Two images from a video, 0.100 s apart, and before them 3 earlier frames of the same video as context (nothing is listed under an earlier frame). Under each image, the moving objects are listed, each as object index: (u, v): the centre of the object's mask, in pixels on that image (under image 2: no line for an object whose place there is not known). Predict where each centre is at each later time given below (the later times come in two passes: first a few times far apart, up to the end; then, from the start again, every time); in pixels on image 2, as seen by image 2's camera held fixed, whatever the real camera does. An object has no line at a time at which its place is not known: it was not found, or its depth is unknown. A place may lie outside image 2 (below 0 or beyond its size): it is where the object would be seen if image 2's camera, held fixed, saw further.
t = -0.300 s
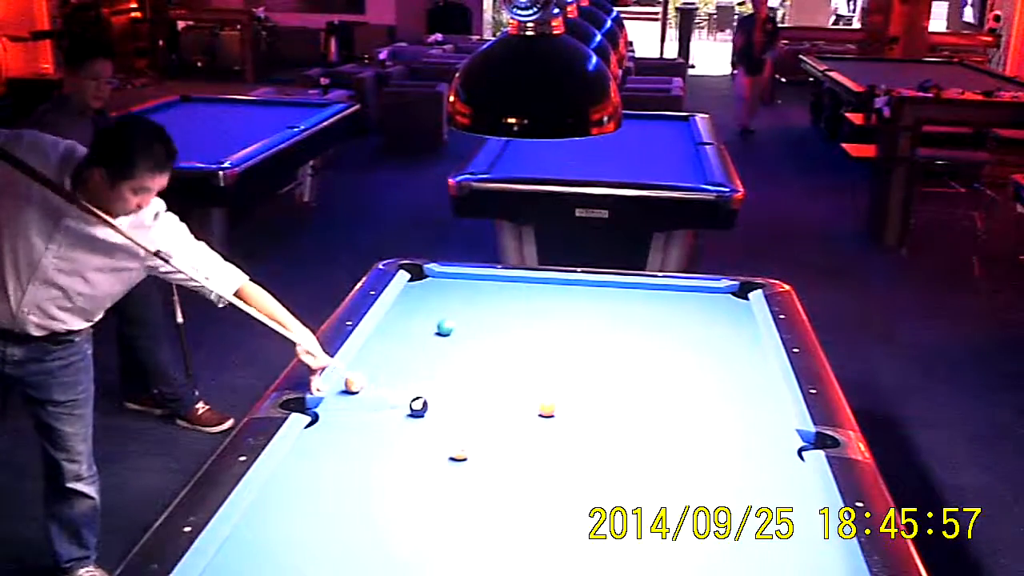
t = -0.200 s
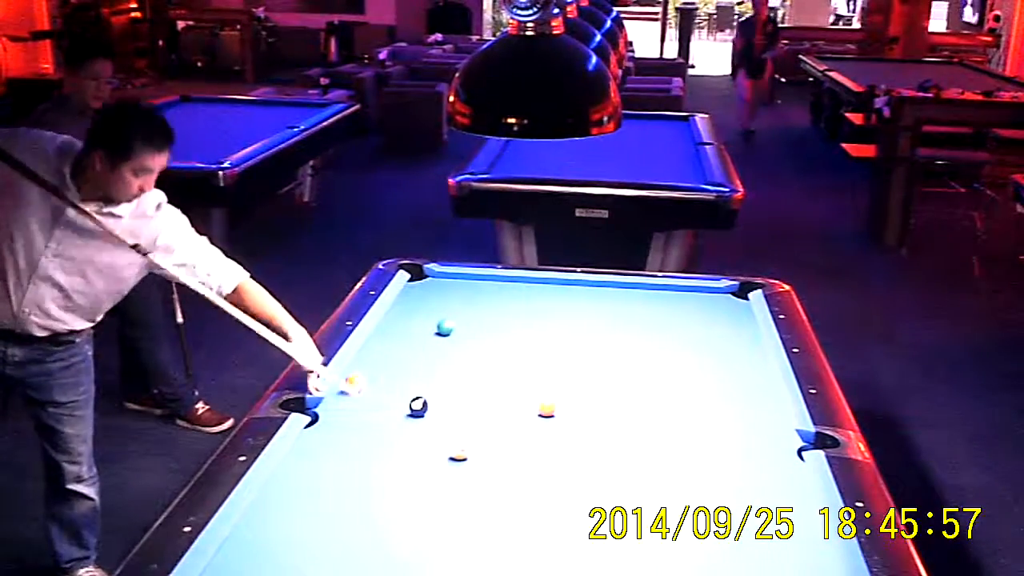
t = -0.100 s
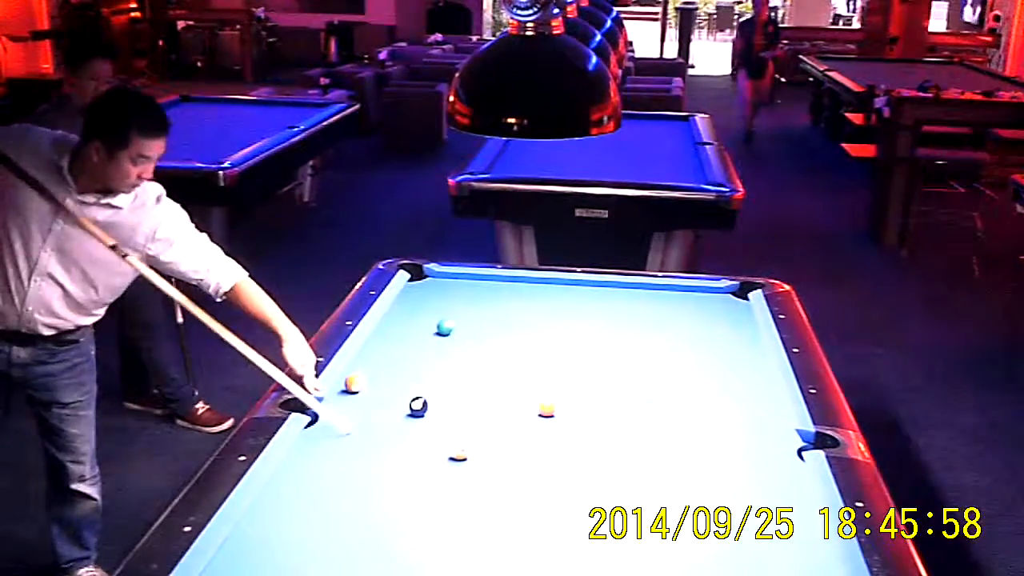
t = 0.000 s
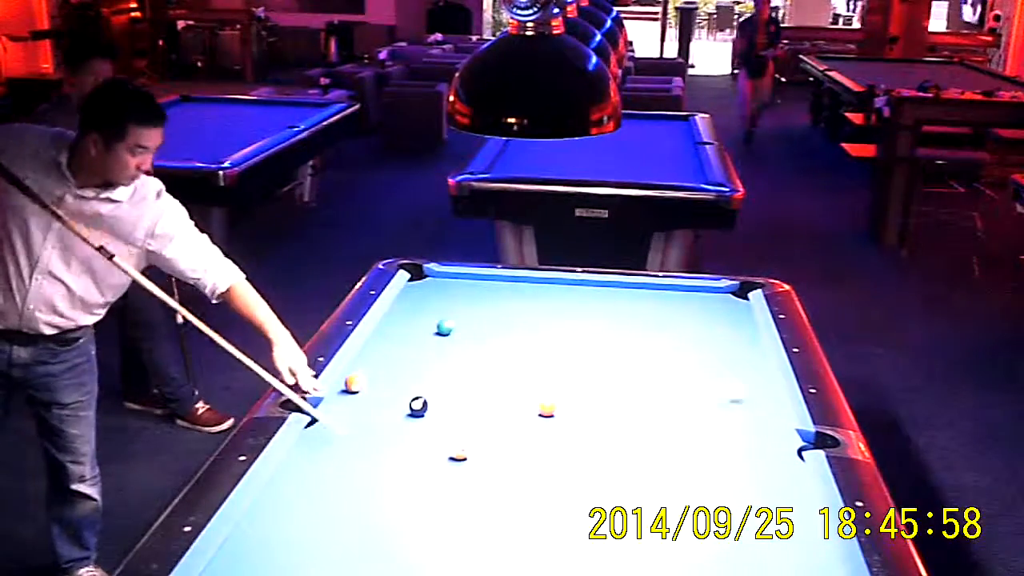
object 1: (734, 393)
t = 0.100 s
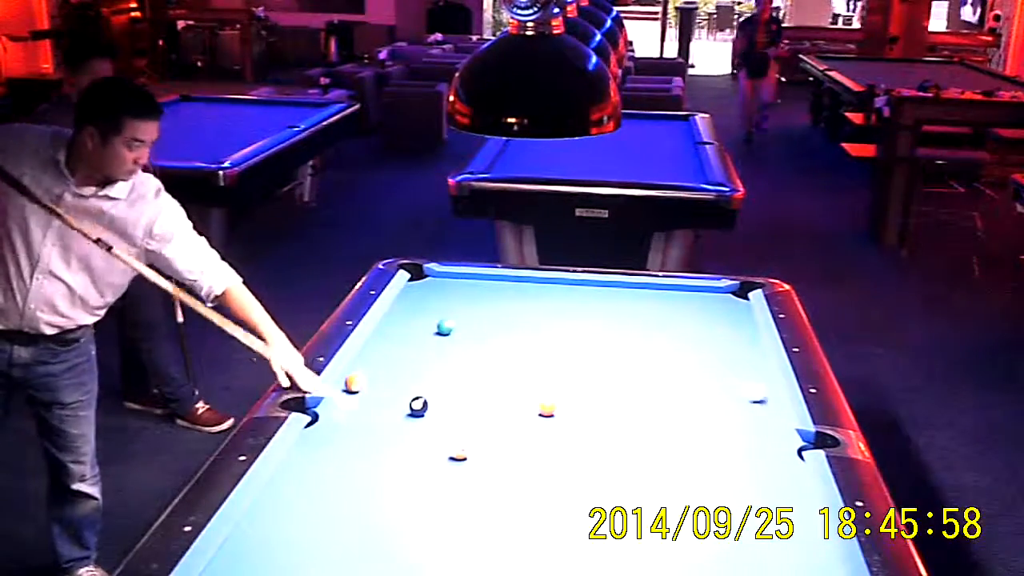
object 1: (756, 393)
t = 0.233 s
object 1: (701, 397)
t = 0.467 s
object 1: (605, 403)
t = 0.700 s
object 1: (552, 404)
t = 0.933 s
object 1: (520, 397)
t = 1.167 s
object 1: (493, 391)
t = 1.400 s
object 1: (464, 385)
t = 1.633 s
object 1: (444, 379)
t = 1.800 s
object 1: (427, 375)
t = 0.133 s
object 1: (743, 395)
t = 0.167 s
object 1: (728, 397)
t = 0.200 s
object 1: (715, 396)
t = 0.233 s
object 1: (701, 397)
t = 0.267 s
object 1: (687, 397)
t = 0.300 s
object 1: (675, 398)
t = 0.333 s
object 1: (659, 403)
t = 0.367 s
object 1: (647, 401)
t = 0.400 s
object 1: (636, 407)
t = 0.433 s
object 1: (619, 403)
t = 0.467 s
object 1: (605, 403)
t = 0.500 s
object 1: (593, 405)
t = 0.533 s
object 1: (580, 408)
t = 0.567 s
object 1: (569, 409)
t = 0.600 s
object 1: (562, 409)
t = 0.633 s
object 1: (562, 405)
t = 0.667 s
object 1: (557, 404)
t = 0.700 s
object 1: (552, 404)
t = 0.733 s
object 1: (547, 403)
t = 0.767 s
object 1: (543, 402)
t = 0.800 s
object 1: (538, 401)
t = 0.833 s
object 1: (535, 400)
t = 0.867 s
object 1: (528, 399)
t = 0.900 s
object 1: (525, 398)
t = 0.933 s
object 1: (520, 397)
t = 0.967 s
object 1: (516, 396)
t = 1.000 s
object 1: (513, 395)
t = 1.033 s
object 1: (510, 394)
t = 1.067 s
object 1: (505, 393)
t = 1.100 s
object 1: (499, 393)
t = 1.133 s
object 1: (496, 392)
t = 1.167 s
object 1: (493, 391)
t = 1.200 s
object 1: (488, 391)
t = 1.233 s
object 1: (485, 389)
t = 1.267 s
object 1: (482, 389)
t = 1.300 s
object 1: (478, 388)
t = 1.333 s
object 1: (474, 387)
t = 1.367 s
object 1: (471, 386)
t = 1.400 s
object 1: (464, 385)
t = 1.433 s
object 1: (462, 384)
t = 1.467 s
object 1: (459, 383)
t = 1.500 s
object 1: (456, 382)
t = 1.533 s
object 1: (453, 381)
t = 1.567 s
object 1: (450, 381)
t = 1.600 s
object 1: (447, 380)
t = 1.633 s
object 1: (444, 379)
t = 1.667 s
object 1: (439, 378)
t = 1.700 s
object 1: (436, 378)
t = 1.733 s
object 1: (434, 377)
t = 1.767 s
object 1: (430, 376)
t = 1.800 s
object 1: (427, 375)
